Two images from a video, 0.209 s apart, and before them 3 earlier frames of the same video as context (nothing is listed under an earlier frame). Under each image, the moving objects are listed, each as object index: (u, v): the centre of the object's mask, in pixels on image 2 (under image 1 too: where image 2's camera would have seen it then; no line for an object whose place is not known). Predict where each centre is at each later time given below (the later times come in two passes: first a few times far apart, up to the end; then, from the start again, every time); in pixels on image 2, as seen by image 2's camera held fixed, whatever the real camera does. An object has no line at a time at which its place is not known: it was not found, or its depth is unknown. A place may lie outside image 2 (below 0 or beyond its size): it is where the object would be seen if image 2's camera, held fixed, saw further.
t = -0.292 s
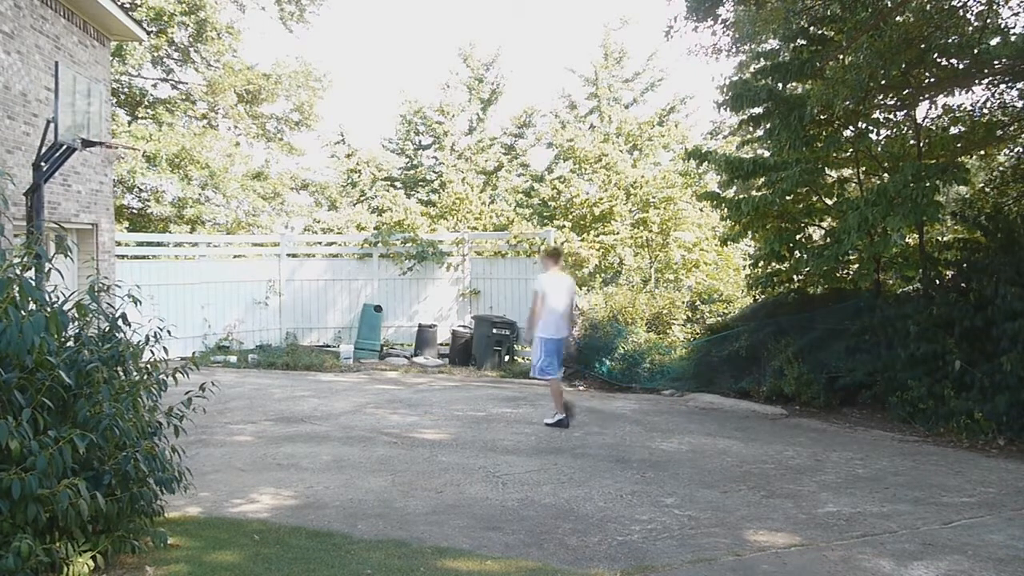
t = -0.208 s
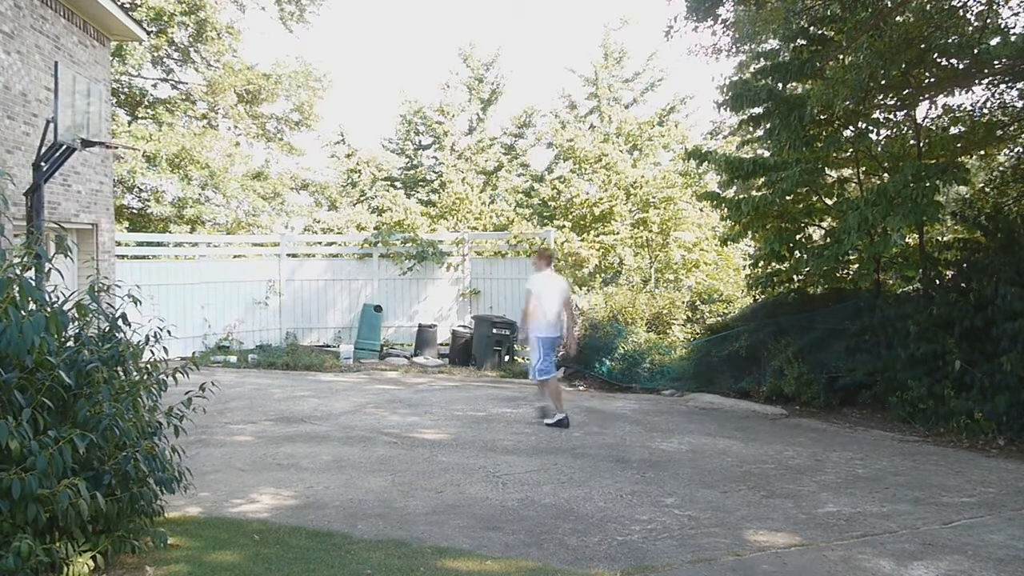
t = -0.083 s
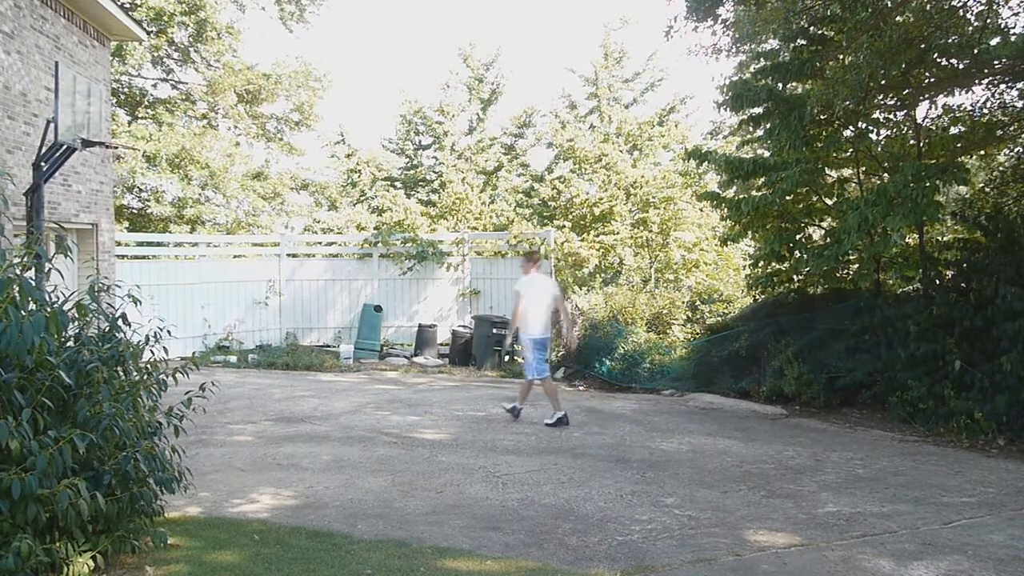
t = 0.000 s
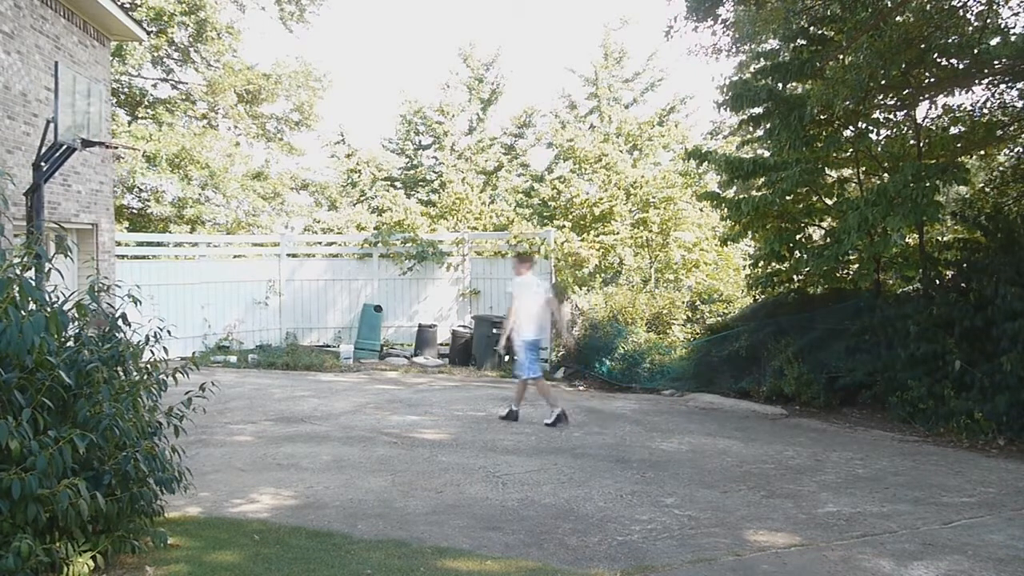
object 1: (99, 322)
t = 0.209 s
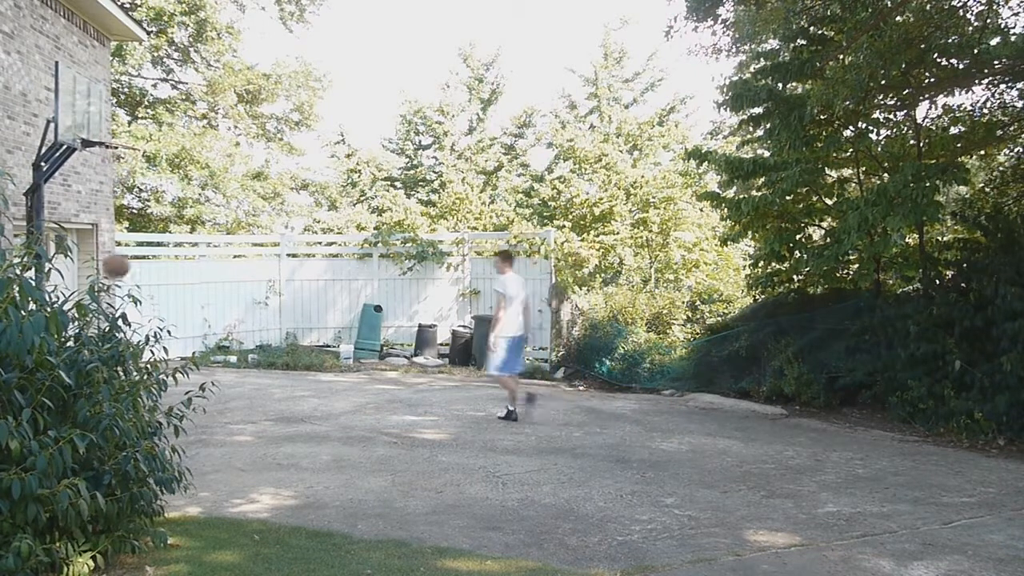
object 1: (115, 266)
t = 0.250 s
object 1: (119, 261)
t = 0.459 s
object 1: (138, 260)
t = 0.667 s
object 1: (160, 308)
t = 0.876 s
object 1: (190, 421)
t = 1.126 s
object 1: (211, 390)
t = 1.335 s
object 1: (230, 352)
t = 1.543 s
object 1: (252, 367)
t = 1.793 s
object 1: (283, 470)
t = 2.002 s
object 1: (303, 429)
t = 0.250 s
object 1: (119, 261)
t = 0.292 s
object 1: (122, 256)
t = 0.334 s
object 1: (126, 254)
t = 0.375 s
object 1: (130, 255)
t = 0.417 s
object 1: (134, 256)
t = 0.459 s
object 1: (138, 260)
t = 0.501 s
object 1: (142, 266)
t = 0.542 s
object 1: (146, 273)
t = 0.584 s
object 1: (151, 283)
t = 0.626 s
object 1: (155, 294)
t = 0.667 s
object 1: (160, 308)
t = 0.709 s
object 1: (165, 321)
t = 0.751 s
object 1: (172, 343)
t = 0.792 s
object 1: (178, 363)
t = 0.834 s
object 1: (179, 391)
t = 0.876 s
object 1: (190, 421)
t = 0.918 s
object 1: (192, 447)
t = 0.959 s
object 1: (196, 462)
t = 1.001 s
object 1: (201, 438)
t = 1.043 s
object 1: (203, 423)
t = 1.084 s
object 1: (207, 408)
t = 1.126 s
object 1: (211, 390)
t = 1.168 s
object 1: (214, 380)
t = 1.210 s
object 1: (218, 369)
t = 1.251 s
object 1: (221, 361)
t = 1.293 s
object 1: (225, 355)
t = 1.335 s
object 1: (230, 352)
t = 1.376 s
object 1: (233, 351)
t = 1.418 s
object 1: (238, 351)
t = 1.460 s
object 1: (242, 354)
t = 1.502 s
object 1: (244, 357)
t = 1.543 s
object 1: (252, 367)
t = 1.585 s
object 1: (256, 378)
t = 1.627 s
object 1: (261, 390)
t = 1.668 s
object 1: (266, 404)
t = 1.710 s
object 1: (273, 428)
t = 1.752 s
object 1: (275, 446)
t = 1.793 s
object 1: (283, 470)
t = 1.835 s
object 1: (289, 488)
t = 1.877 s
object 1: (292, 471)
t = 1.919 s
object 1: (297, 454)
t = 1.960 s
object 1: (300, 442)
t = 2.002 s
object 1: (303, 429)
